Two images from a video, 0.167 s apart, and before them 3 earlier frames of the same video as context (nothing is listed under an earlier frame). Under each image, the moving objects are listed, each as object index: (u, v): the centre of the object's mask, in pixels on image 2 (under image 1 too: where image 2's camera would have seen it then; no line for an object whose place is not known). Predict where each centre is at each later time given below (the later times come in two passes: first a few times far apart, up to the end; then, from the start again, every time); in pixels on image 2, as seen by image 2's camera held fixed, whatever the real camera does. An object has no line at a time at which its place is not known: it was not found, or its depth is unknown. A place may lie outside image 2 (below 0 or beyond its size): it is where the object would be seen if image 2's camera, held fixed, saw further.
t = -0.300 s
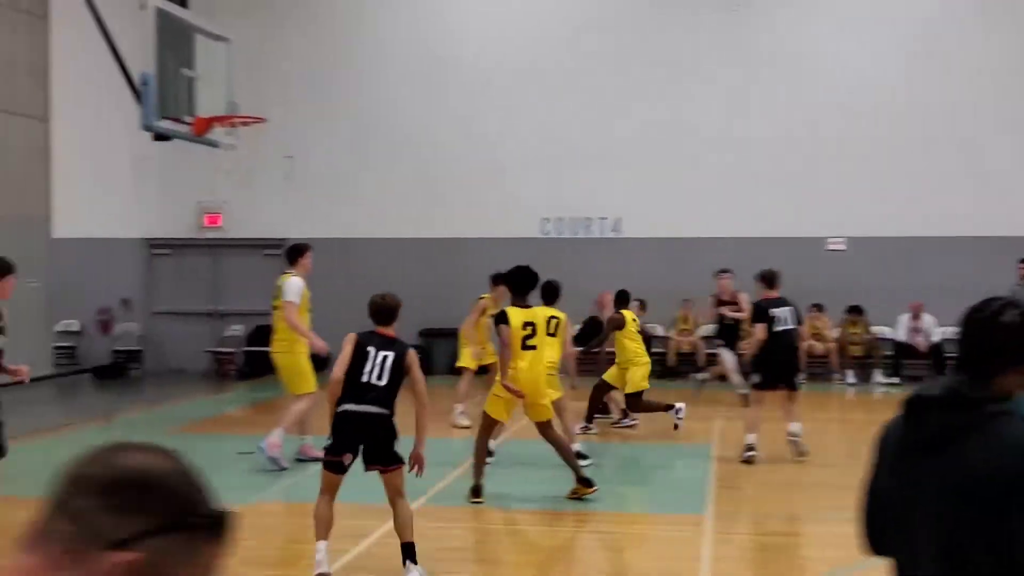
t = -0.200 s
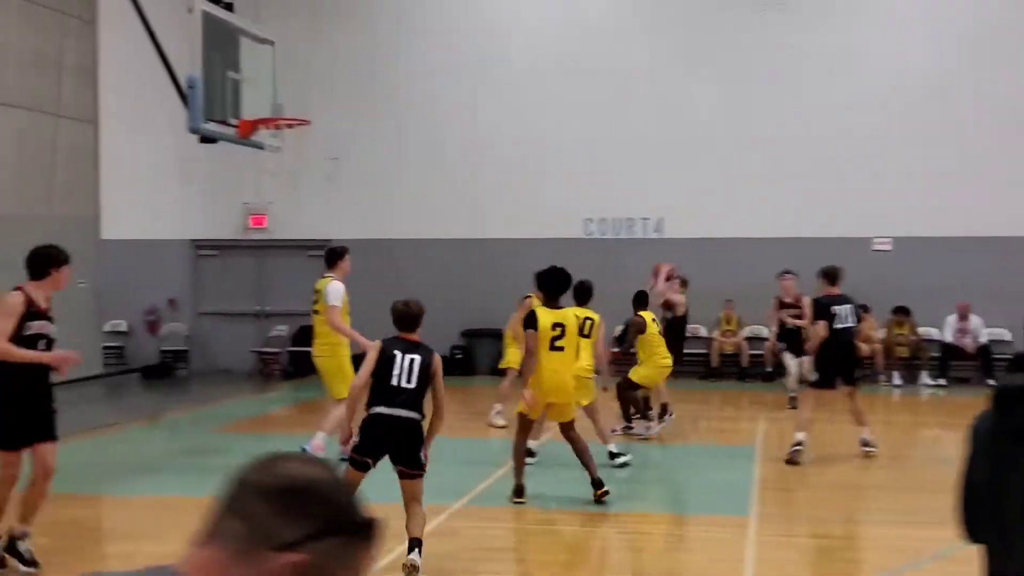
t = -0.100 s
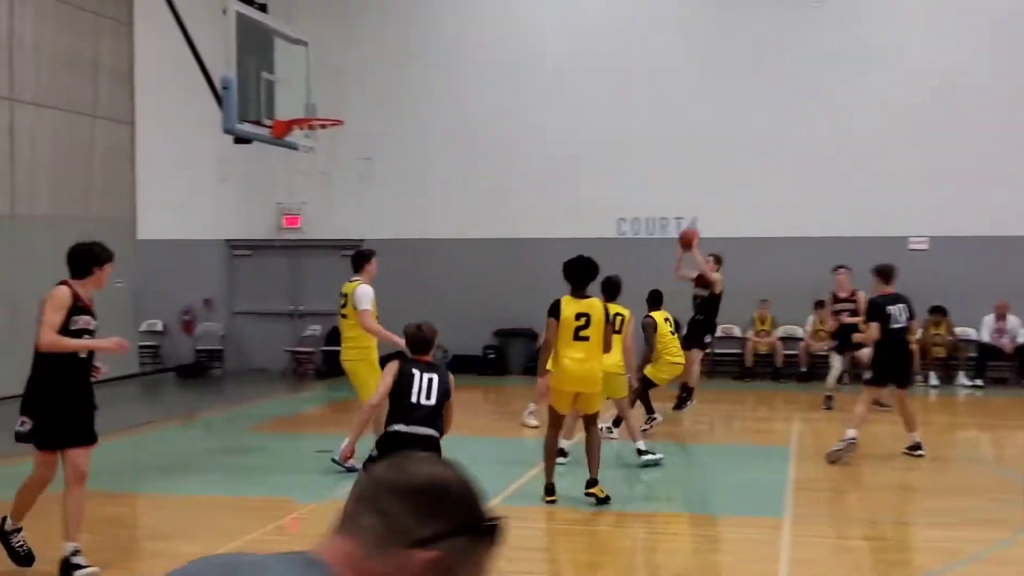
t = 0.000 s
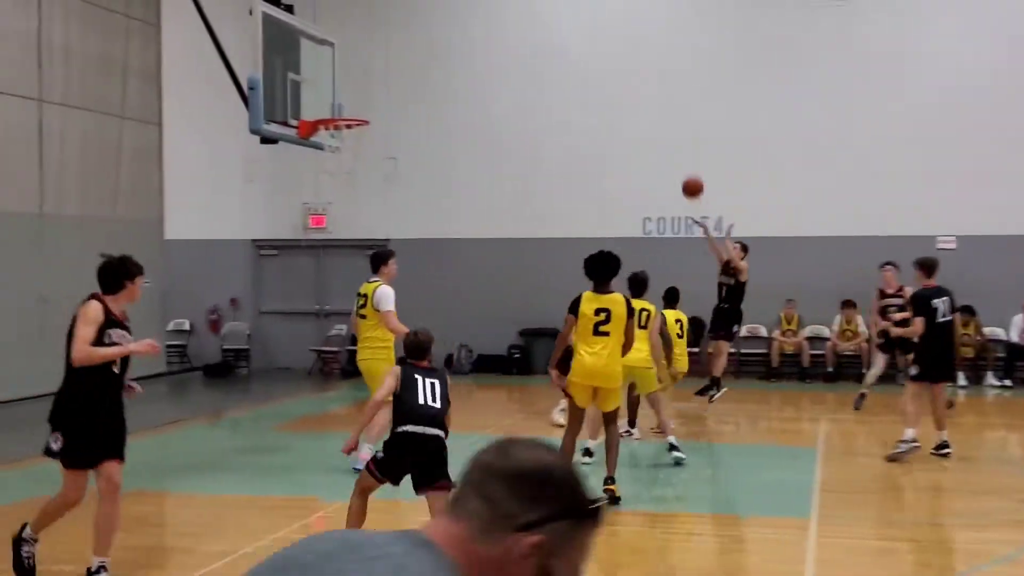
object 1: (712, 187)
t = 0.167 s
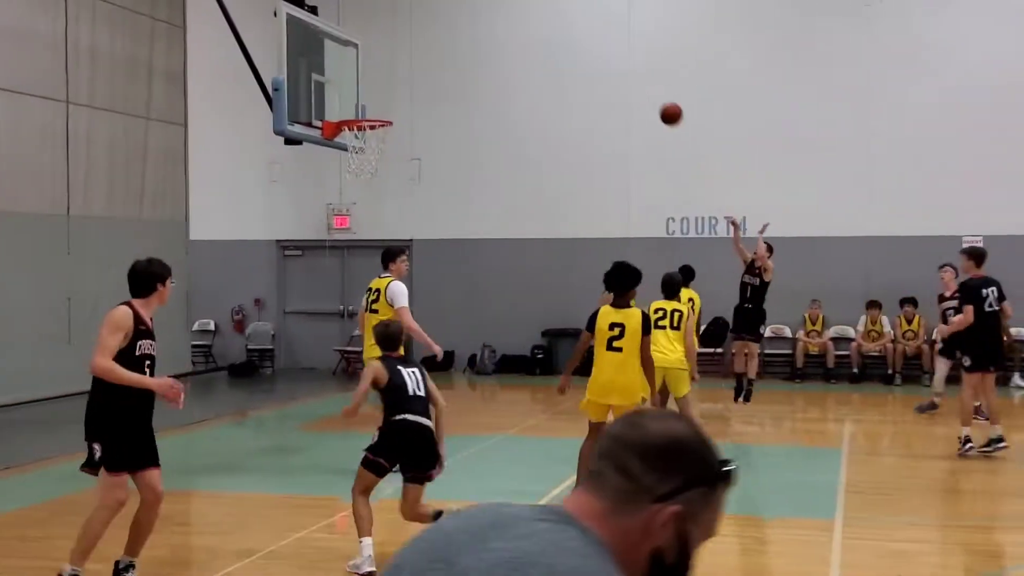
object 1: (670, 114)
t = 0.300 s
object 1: (635, 70)
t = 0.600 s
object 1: (548, 30)
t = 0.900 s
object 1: (447, 80)
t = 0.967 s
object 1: (424, 105)
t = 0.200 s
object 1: (662, 101)
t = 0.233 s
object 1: (653, 90)
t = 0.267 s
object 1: (644, 79)
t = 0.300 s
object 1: (635, 70)
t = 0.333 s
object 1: (626, 61)
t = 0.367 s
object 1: (617, 54)
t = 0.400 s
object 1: (608, 47)
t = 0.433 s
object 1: (598, 42)
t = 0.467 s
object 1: (588, 37)
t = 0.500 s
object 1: (578, 34)
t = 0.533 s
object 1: (568, 32)
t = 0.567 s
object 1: (558, 30)
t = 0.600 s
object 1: (548, 30)
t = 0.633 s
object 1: (537, 30)
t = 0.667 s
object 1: (527, 32)
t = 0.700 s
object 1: (516, 35)
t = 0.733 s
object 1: (505, 39)
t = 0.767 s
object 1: (494, 45)
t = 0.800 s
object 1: (482, 52)
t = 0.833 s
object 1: (471, 60)
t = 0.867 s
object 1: (459, 69)
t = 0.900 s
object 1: (447, 80)
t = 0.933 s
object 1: (435, 92)
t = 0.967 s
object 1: (424, 105)
